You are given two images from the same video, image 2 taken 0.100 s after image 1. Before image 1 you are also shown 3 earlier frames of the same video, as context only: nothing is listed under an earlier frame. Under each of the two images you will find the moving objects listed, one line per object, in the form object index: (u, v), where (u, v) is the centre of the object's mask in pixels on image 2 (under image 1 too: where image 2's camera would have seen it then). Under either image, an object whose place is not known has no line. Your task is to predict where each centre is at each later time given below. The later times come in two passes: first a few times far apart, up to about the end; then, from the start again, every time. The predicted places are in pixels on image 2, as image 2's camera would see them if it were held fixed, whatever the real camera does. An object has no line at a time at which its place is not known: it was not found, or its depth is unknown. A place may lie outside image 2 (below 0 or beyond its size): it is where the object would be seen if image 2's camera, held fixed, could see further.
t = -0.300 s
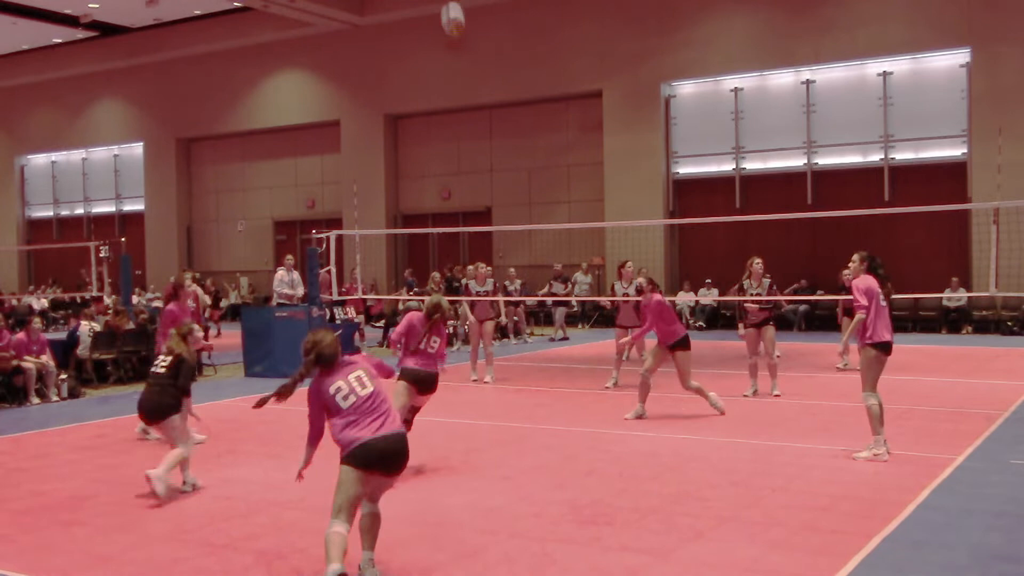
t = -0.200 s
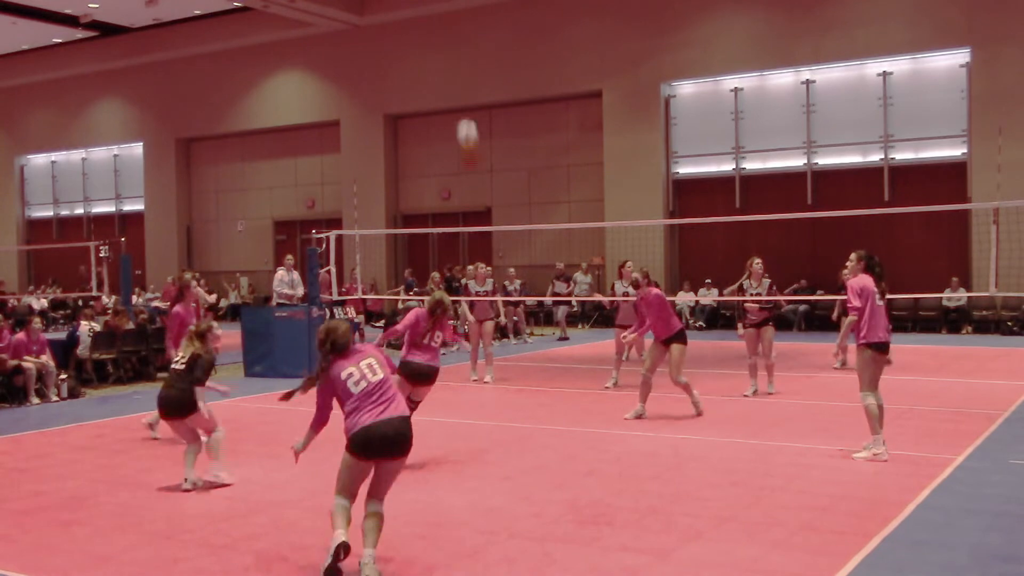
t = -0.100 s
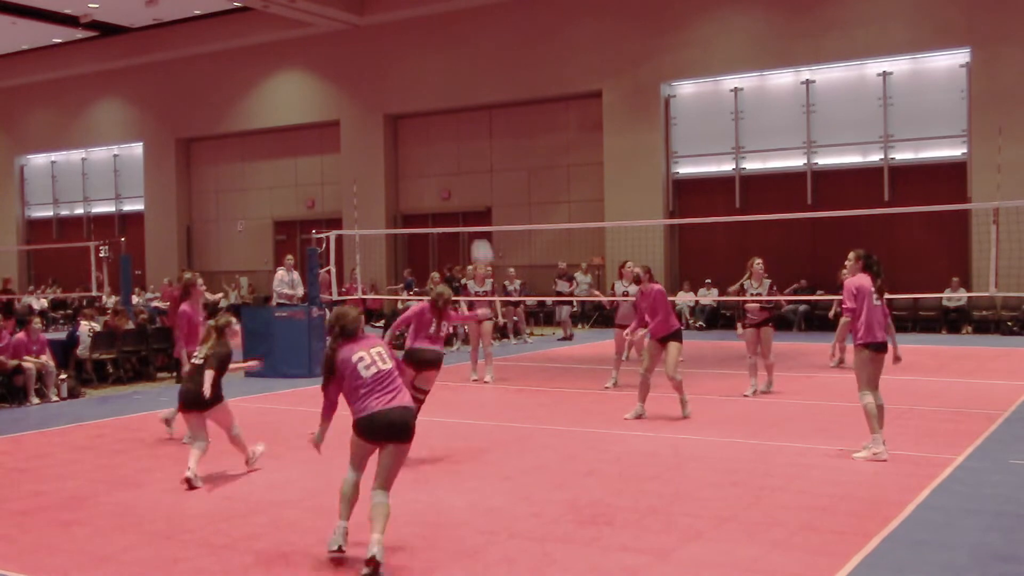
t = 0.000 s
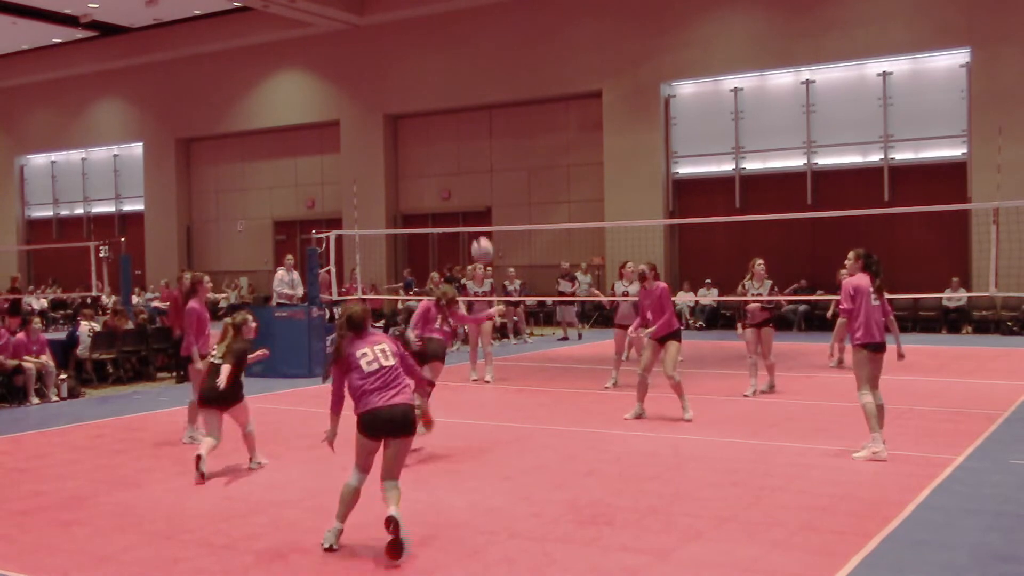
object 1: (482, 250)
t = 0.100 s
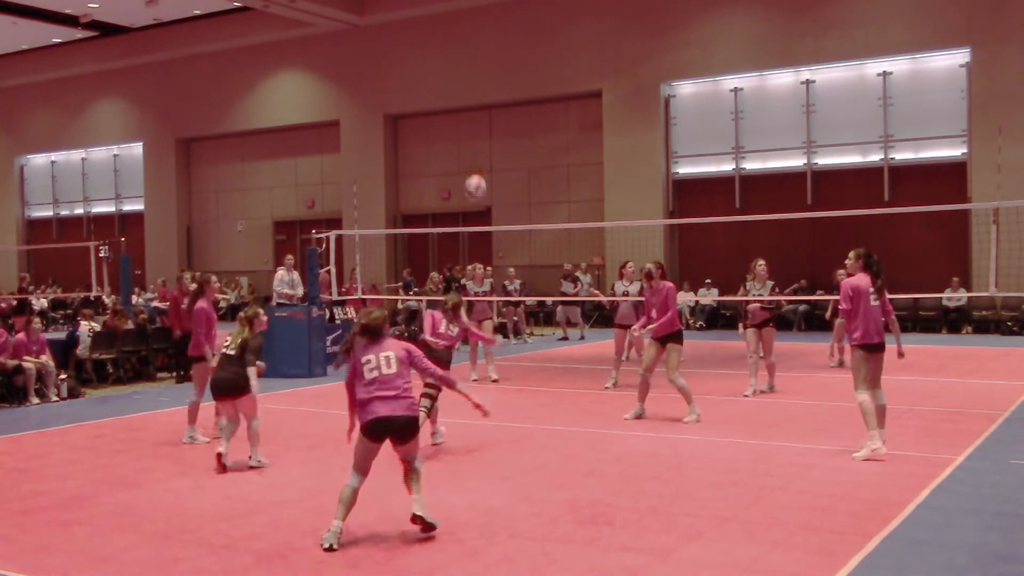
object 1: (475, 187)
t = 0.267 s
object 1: (464, 106)
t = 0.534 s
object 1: (447, 32)
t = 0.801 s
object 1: (430, 33)
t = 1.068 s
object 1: (416, 111)
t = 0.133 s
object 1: (473, 168)
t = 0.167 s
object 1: (471, 151)
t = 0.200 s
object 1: (468, 135)
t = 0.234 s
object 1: (466, 120)
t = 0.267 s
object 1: (464, 106)
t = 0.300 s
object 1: (461, 93)
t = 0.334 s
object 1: (459, 80)
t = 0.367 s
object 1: (457, 69)
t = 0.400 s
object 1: (455, 60)
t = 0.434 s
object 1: (453, 50)
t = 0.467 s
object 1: (451, 44)
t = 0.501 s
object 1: (449, 38)
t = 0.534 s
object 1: (447, 32)
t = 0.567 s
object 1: (444, 29)
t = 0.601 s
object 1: (442, 26)
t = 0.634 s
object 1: (440, 24)
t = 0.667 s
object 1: (438, 23)
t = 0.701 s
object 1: (436, 24)
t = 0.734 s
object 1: (434, 25)
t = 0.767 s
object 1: (432, 29)
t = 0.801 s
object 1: (430, 33)
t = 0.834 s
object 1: (428, 39)
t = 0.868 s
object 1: (426, 45)
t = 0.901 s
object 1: (424, 53)
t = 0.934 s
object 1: (422, 62)
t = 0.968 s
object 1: (421, 72)
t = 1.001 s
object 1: (419, 84)
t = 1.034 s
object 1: (417, 96)
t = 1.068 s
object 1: (416, 111)
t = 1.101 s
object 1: (414, 126)
